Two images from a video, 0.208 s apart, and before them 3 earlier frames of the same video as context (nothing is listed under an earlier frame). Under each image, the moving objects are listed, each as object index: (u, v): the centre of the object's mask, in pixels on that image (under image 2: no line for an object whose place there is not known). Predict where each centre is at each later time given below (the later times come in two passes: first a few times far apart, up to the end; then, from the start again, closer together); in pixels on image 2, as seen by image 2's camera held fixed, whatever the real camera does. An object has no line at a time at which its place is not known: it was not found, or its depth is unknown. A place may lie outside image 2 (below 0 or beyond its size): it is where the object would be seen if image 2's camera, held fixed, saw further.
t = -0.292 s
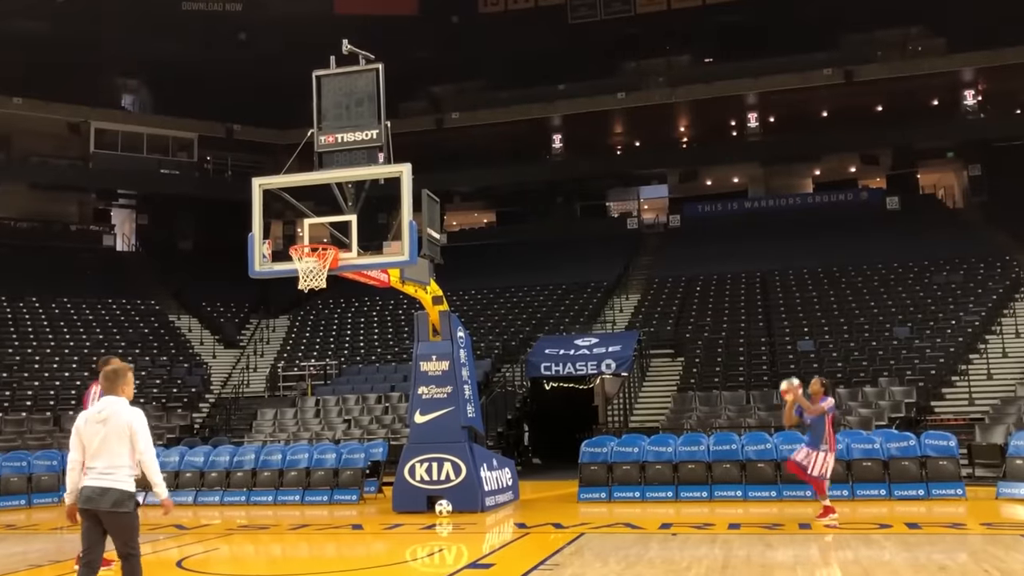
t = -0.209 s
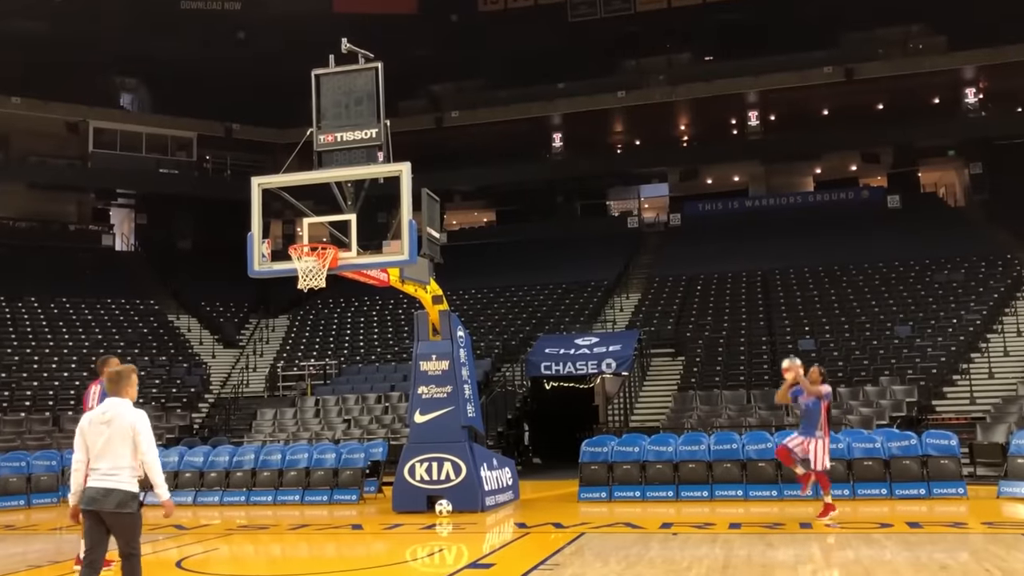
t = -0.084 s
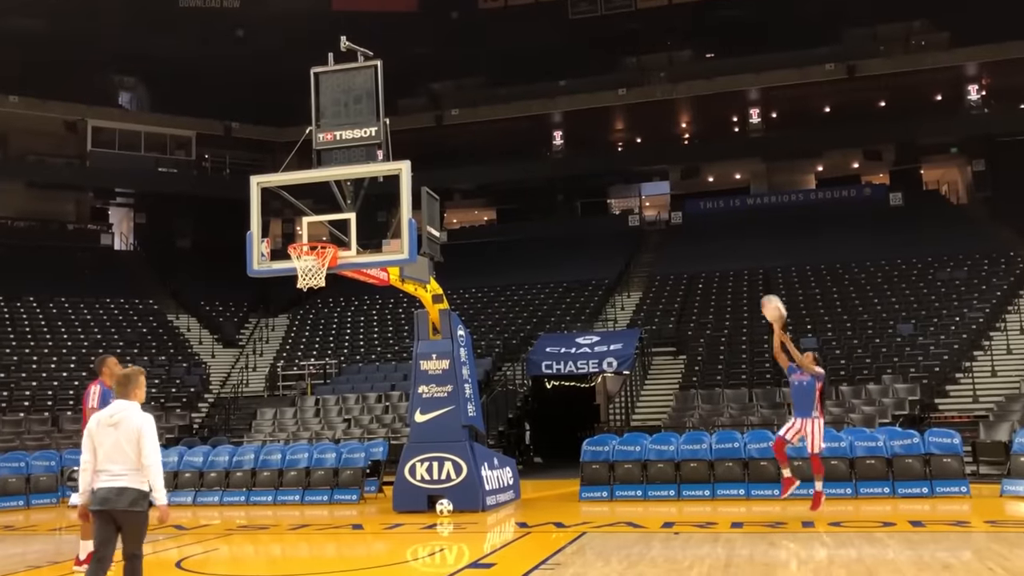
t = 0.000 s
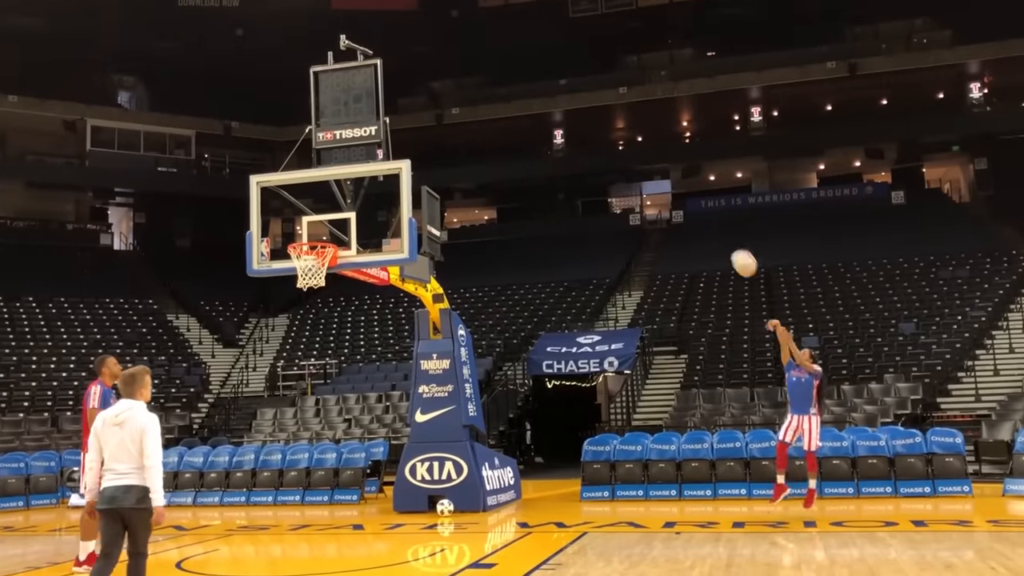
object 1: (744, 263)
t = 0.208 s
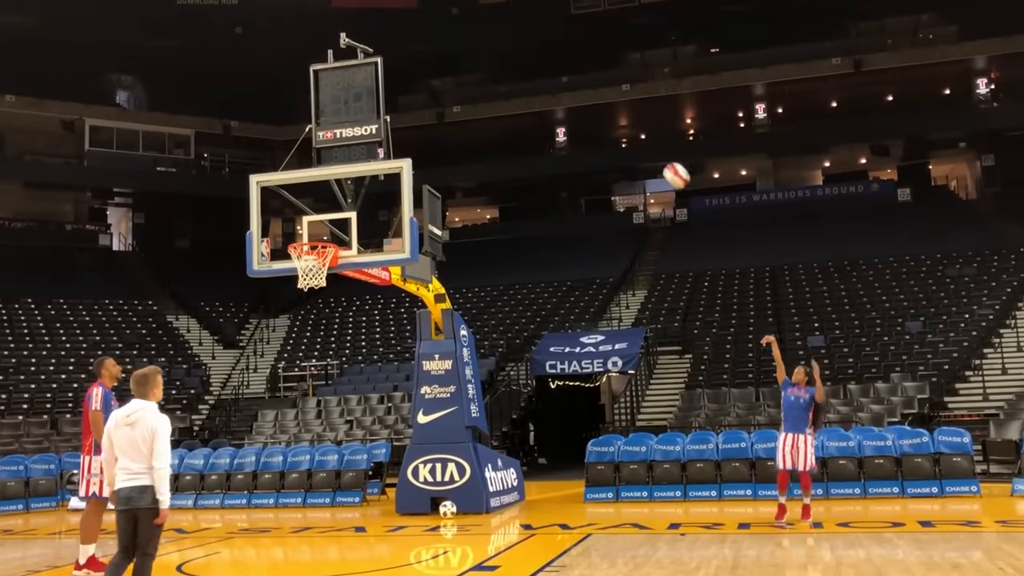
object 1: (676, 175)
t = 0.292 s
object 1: (646, 149)
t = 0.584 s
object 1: (541, 101)
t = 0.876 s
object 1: (441, 125)
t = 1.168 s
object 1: (382, 127)
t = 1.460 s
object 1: (353, 146)
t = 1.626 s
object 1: (337, 191)
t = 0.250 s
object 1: (658, 159)
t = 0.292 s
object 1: (646, 149)
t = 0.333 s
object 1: (629, 136)
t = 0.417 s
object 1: (599, 119)
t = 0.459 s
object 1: (587, 113)
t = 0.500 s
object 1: (569, 107)
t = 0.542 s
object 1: (558, 104)
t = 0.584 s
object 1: (541, 101)
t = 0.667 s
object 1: (512, 101)
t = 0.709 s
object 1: (500, 102)
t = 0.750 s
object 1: (482, 107)
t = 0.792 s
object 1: (470, 111)
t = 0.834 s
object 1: (453, 118)
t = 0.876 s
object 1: (441, 125)
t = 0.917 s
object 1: (424, 136)
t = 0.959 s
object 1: (412, 145)
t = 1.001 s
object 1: (400, 148)
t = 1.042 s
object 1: (396, 143)
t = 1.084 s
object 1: (391, 135)
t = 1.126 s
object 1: (387, 131)
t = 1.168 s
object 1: (382, 127)
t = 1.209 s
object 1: (379, 126)
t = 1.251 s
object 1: (373, 125)
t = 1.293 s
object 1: (370, 127)
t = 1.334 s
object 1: (365, 130)
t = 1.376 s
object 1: (362, 133)
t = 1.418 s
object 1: (356, 140)
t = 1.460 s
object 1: (353, 146)
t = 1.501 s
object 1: (349, 156)
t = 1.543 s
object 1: (346, 163)
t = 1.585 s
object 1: (341, 180)
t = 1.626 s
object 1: (337, 191)
